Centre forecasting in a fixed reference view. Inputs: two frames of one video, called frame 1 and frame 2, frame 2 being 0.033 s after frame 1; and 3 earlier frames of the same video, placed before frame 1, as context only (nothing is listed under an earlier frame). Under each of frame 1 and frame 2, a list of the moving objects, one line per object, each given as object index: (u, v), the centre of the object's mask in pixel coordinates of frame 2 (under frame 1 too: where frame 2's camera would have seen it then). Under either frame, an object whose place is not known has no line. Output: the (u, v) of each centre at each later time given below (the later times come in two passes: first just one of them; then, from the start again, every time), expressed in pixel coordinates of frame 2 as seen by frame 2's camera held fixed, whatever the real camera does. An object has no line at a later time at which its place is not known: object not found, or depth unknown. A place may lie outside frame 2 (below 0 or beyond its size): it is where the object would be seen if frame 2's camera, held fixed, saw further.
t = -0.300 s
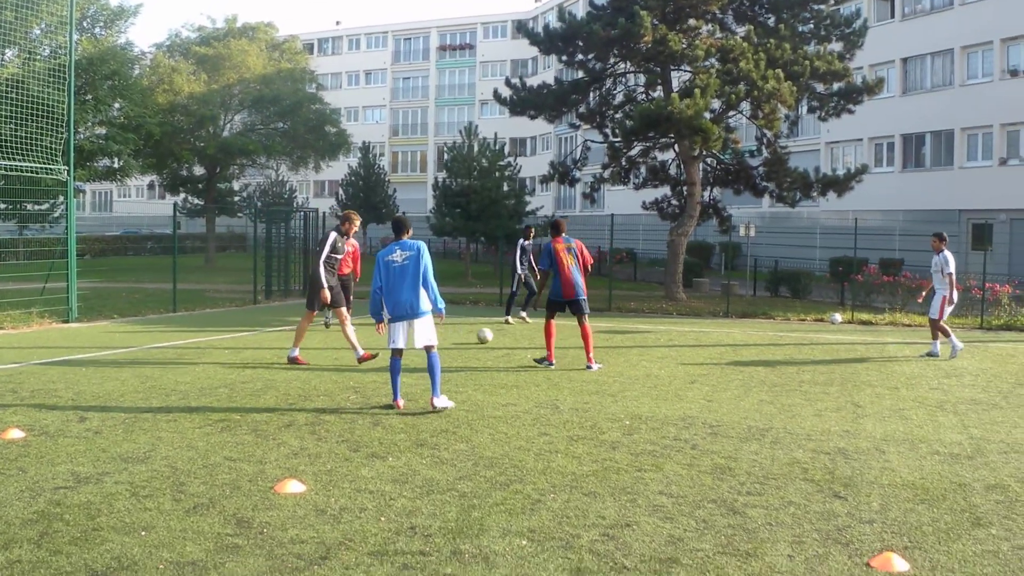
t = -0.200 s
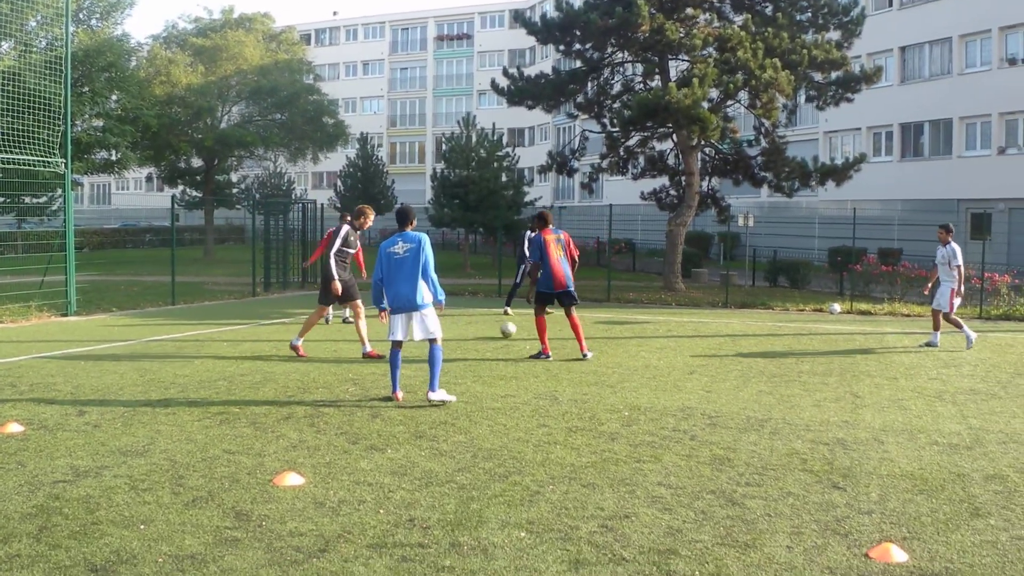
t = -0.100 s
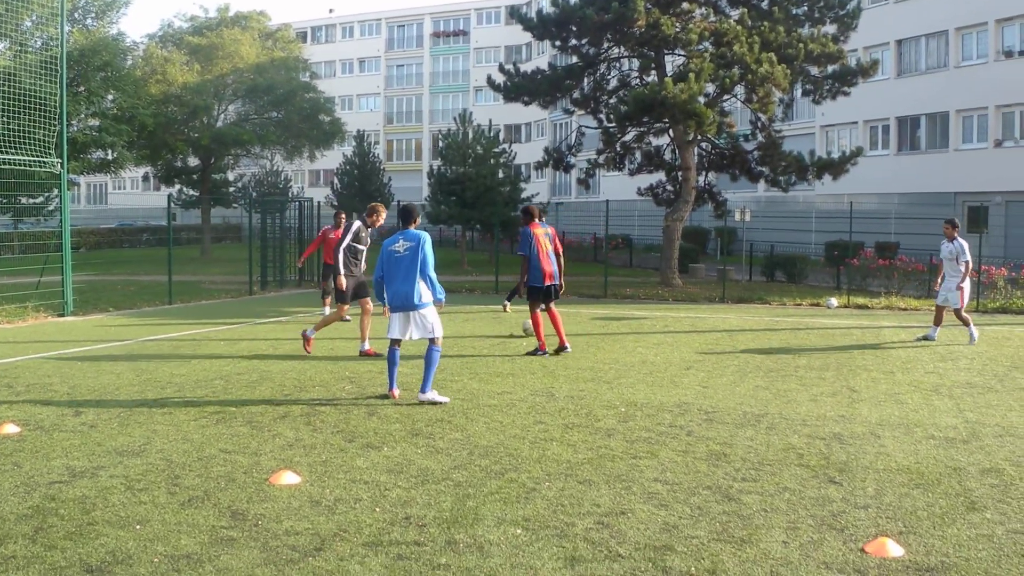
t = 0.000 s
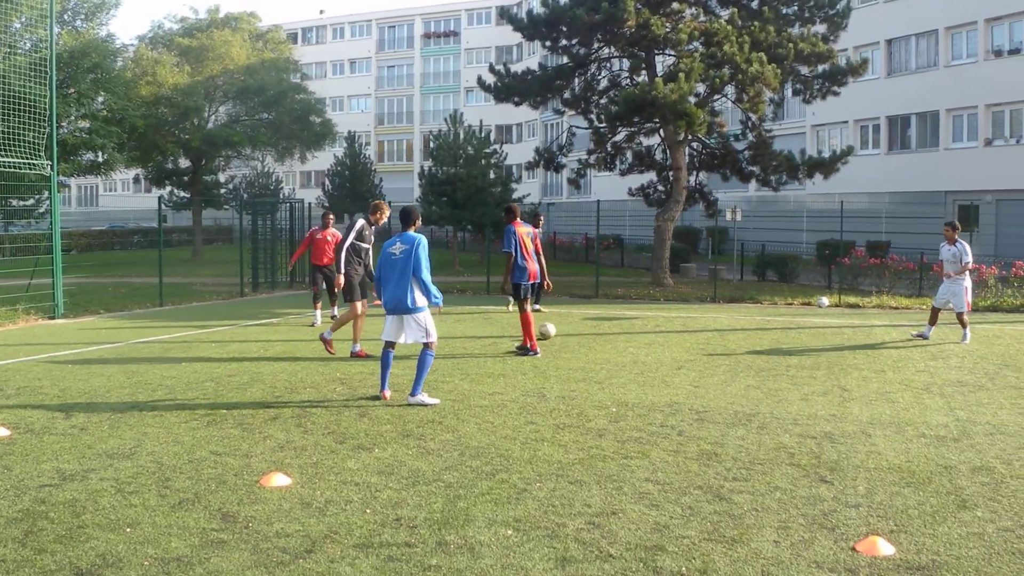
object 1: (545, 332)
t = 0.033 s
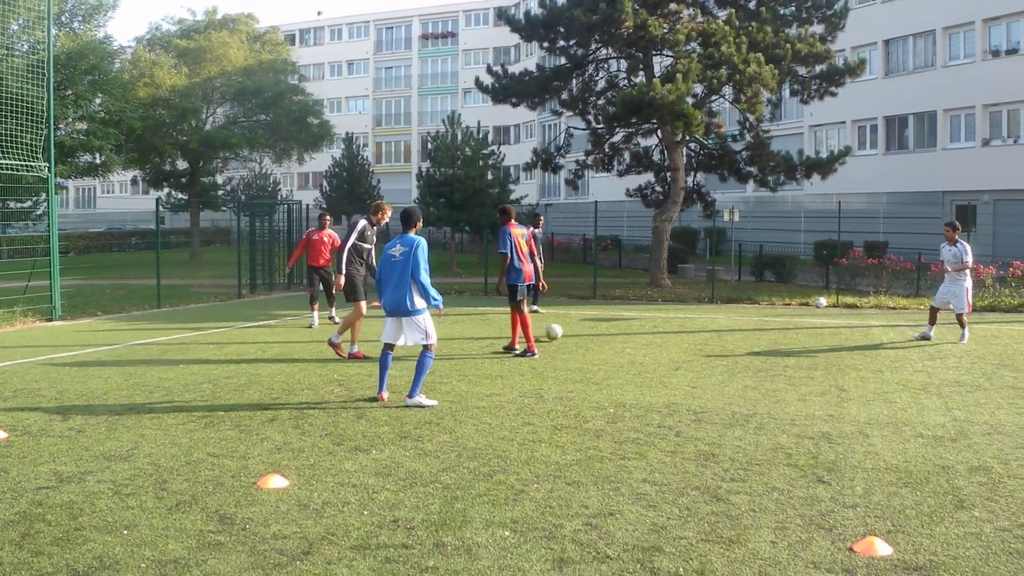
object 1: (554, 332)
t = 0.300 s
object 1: (622, 338)
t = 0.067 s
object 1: (562, 333)
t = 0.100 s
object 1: (570, 335)
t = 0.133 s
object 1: (578, 334)
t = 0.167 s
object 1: (587, 334)
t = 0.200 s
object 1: (596, 335)
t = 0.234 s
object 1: (605, 337)
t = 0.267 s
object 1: (613, 337)
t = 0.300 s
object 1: (622, 338)
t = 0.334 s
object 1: (631, 338)
